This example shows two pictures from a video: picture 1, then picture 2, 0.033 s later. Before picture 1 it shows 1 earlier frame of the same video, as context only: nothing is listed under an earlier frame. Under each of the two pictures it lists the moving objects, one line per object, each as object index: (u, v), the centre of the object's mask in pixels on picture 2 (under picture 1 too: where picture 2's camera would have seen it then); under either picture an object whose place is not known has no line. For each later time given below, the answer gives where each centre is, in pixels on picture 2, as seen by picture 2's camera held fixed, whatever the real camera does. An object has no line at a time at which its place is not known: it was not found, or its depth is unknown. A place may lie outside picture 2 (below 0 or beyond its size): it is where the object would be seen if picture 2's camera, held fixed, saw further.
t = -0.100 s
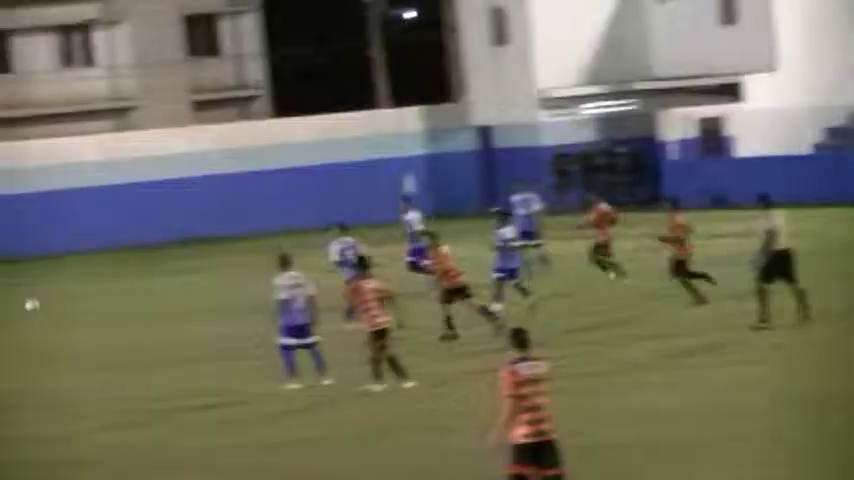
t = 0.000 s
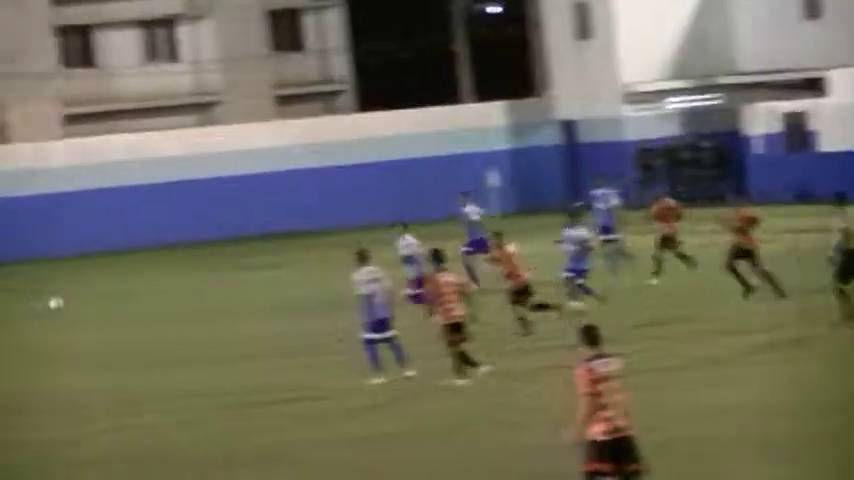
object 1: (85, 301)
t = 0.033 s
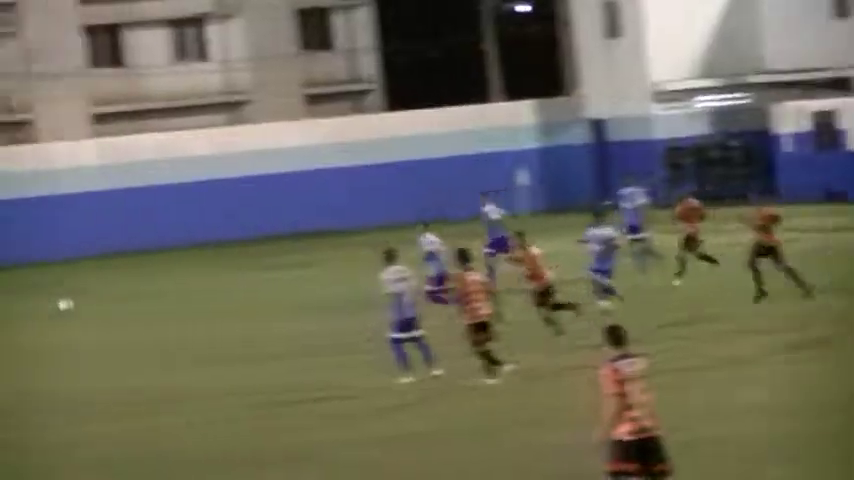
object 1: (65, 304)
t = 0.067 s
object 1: (44, 309)
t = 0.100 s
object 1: (22, 315)
